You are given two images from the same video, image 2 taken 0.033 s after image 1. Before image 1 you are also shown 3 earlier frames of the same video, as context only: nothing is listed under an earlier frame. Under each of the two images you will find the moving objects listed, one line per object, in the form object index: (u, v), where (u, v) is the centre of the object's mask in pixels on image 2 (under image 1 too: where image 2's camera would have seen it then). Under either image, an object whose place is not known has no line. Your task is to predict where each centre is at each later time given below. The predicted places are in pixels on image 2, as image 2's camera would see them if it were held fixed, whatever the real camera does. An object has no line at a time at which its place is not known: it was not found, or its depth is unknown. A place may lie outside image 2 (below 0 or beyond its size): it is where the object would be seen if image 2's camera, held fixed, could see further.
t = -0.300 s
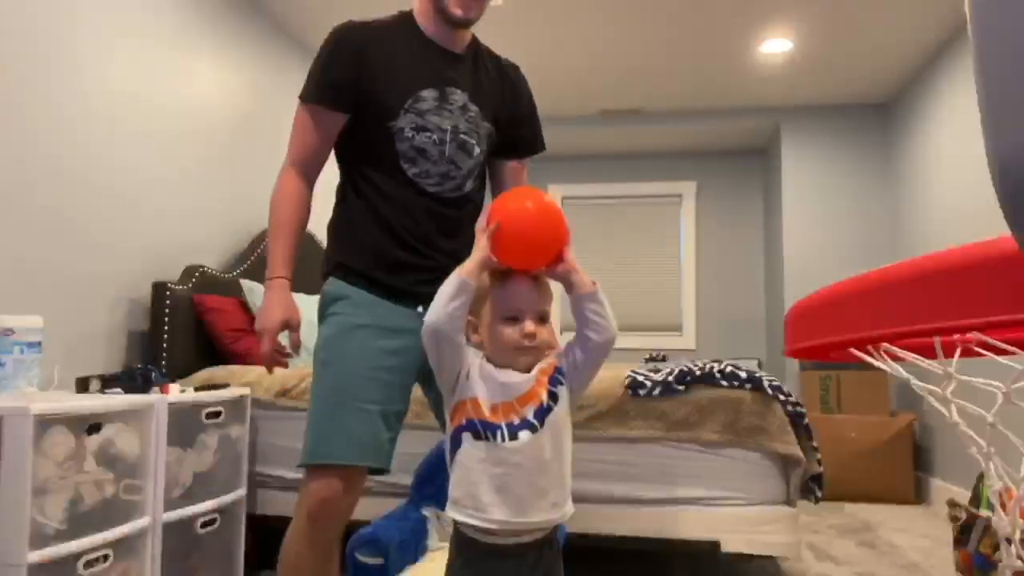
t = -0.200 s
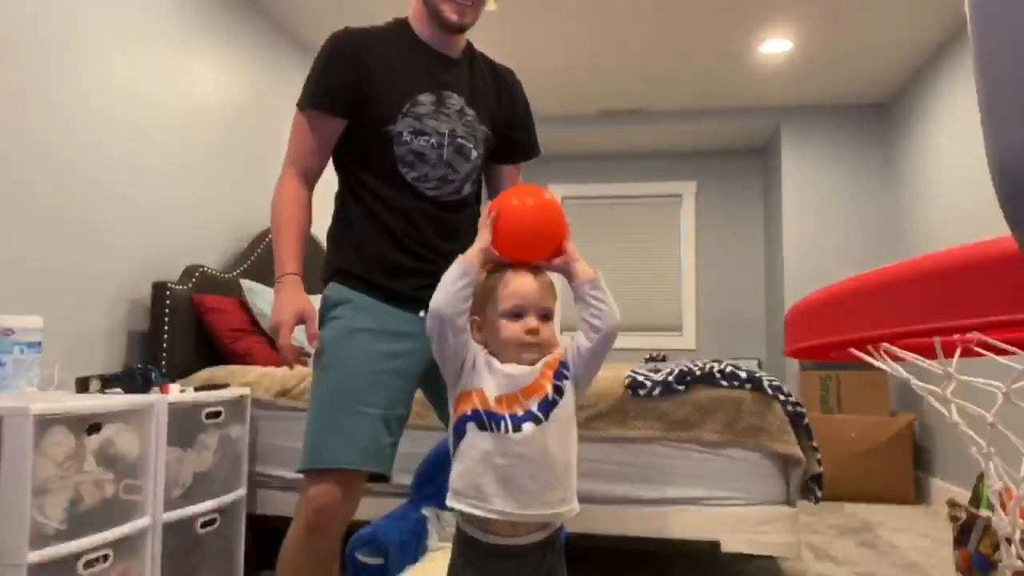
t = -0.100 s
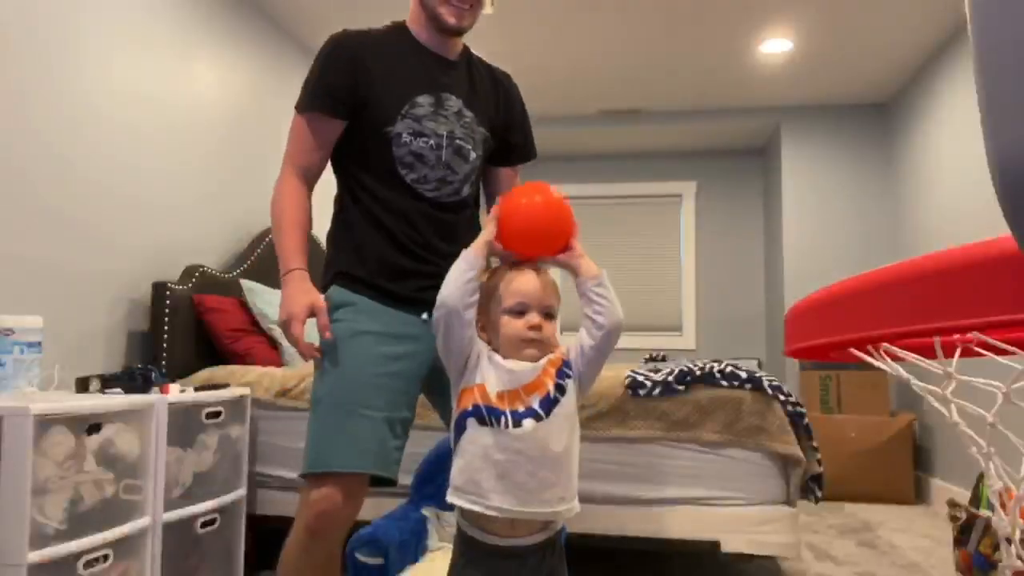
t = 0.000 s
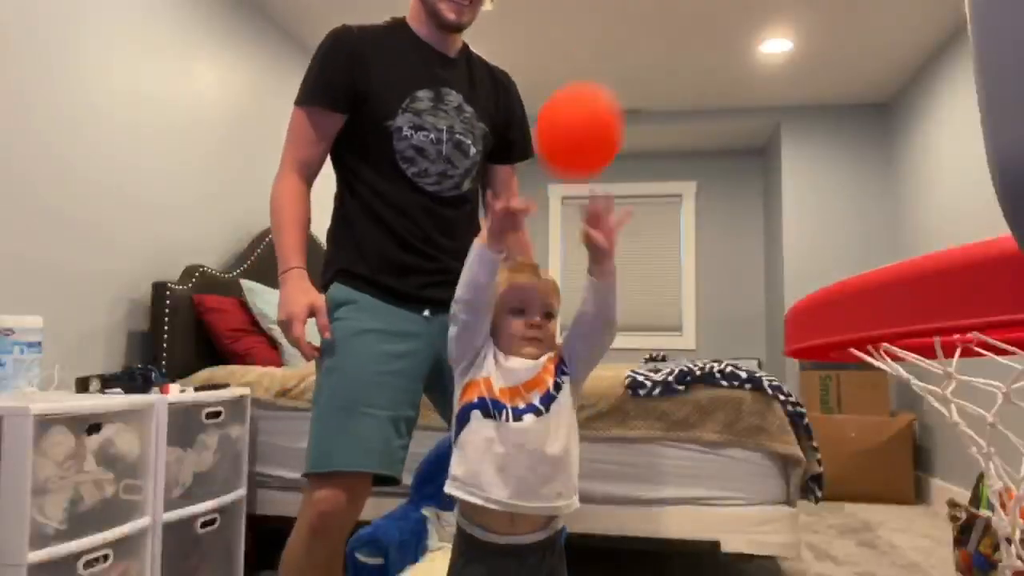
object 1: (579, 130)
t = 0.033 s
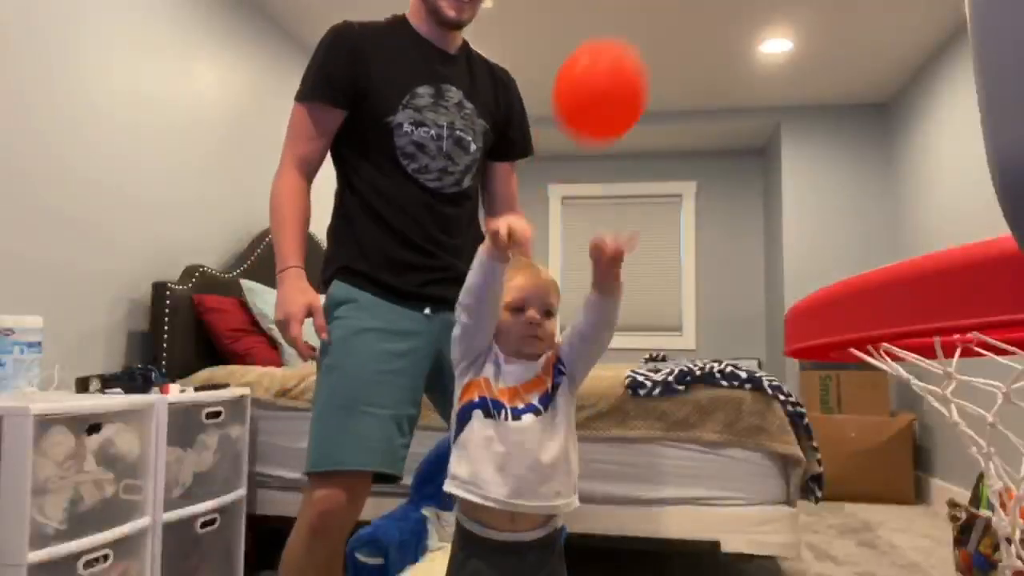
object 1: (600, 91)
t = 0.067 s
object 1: (625, 55)
